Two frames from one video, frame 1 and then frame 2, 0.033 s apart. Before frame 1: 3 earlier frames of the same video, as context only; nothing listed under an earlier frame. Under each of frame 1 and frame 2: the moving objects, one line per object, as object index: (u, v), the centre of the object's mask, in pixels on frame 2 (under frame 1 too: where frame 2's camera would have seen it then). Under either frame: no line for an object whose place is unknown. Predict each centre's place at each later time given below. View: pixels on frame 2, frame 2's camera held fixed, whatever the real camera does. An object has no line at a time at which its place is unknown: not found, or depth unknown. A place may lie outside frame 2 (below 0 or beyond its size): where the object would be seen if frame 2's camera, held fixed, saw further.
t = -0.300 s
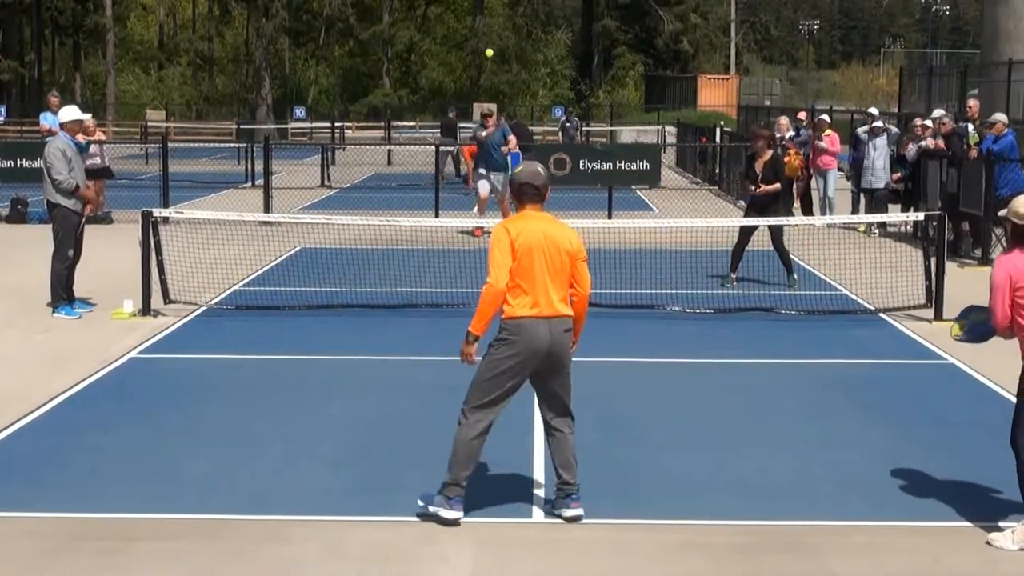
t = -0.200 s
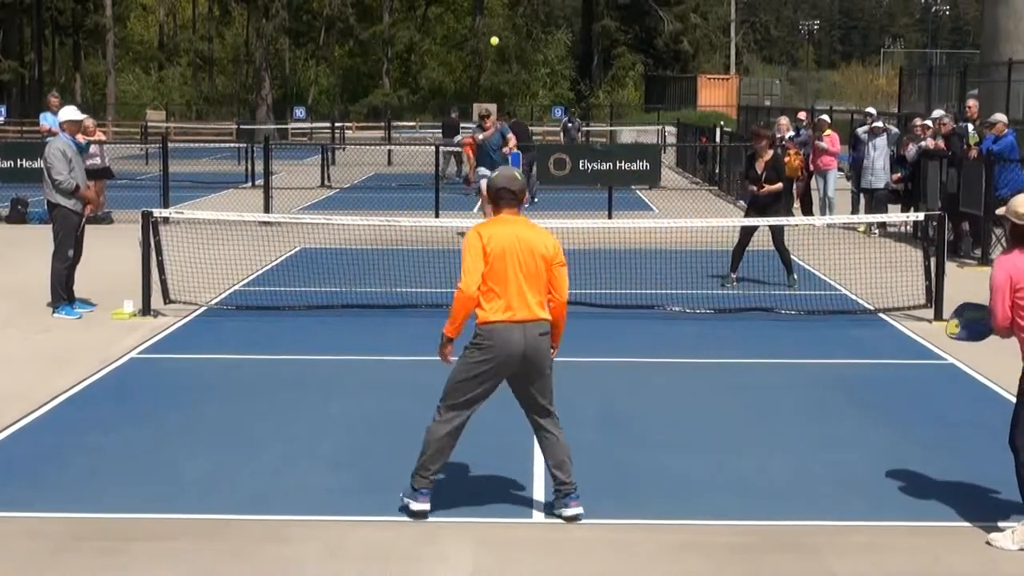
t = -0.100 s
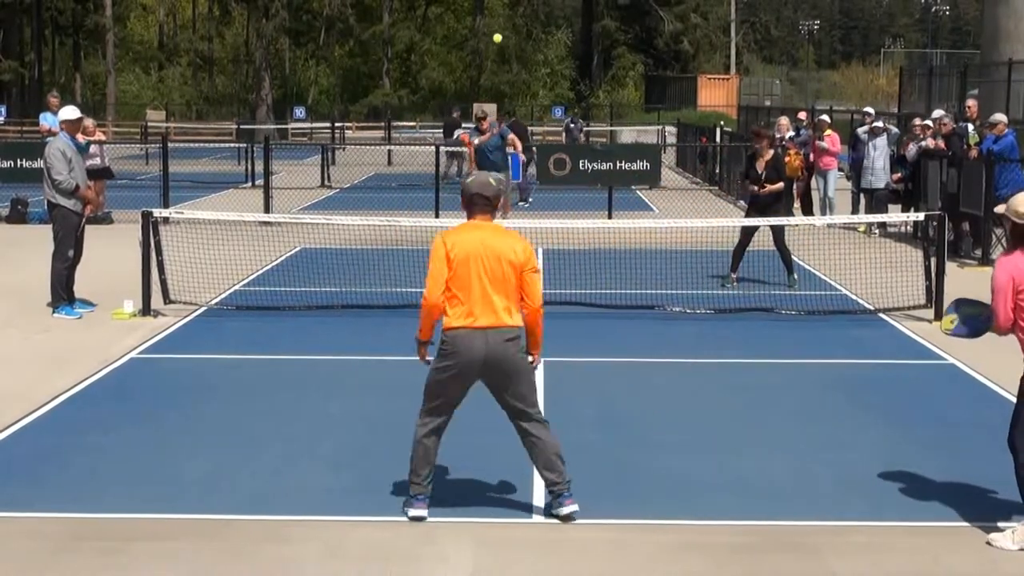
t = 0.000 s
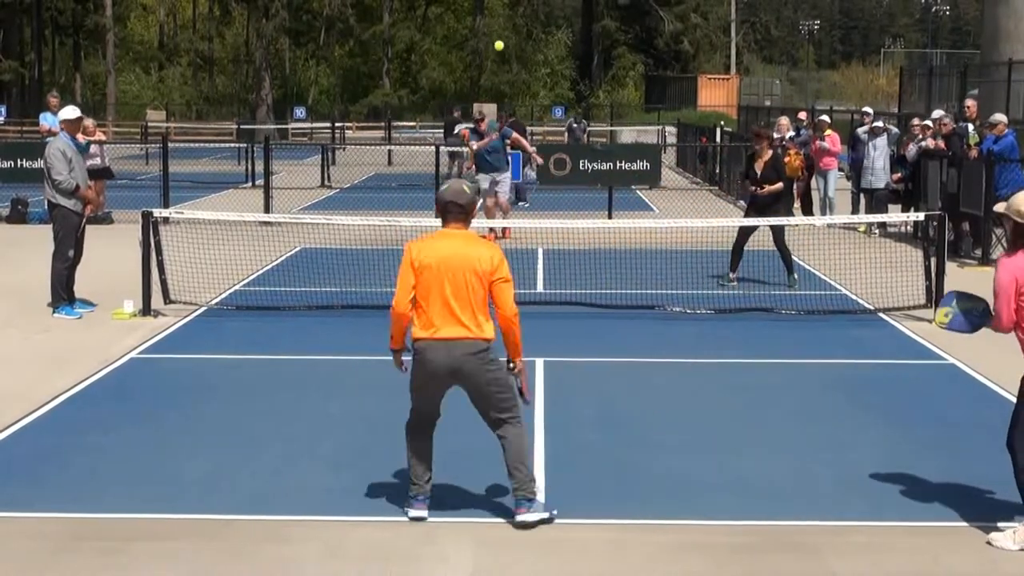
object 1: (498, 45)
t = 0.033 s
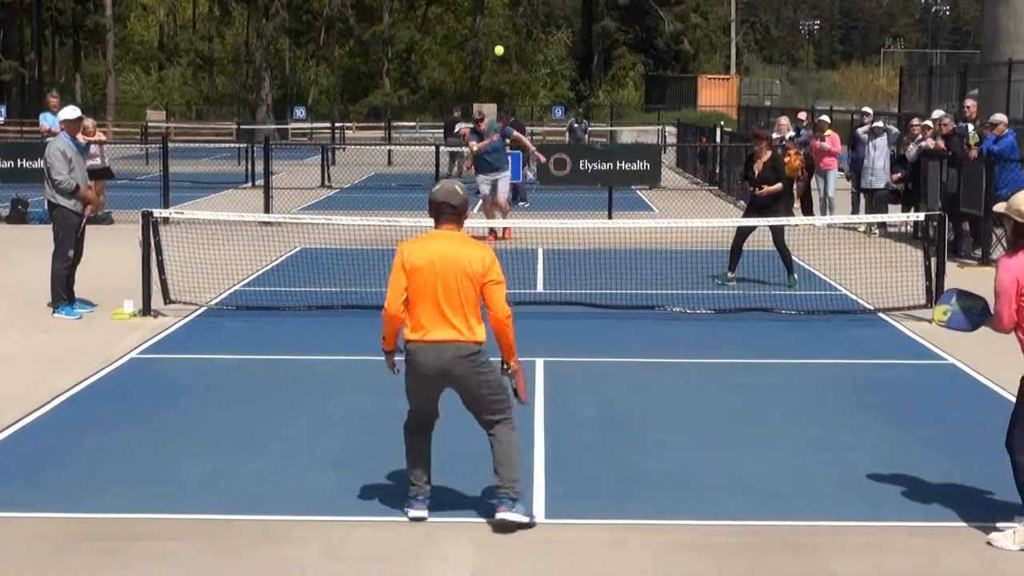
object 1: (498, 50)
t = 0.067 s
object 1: (499, 57)
